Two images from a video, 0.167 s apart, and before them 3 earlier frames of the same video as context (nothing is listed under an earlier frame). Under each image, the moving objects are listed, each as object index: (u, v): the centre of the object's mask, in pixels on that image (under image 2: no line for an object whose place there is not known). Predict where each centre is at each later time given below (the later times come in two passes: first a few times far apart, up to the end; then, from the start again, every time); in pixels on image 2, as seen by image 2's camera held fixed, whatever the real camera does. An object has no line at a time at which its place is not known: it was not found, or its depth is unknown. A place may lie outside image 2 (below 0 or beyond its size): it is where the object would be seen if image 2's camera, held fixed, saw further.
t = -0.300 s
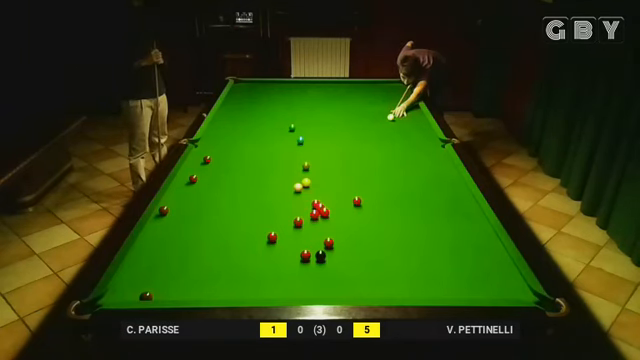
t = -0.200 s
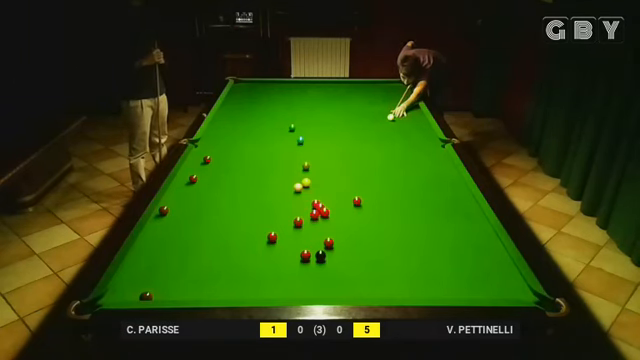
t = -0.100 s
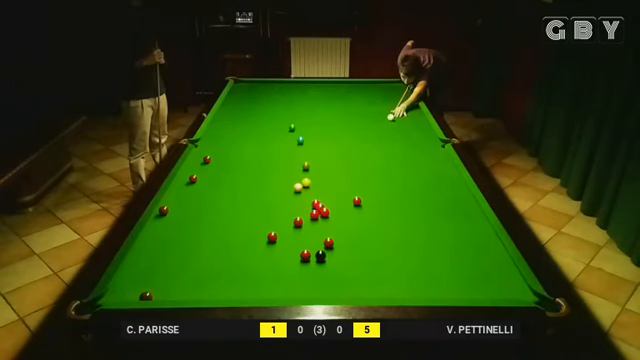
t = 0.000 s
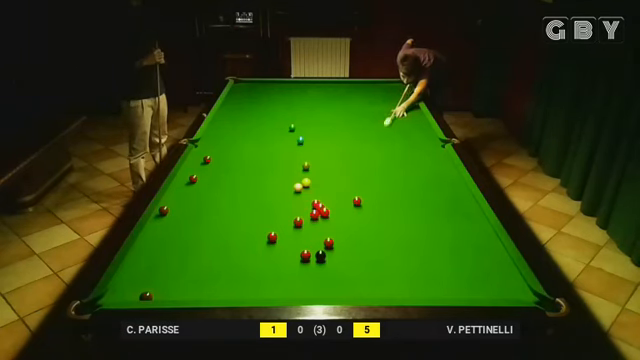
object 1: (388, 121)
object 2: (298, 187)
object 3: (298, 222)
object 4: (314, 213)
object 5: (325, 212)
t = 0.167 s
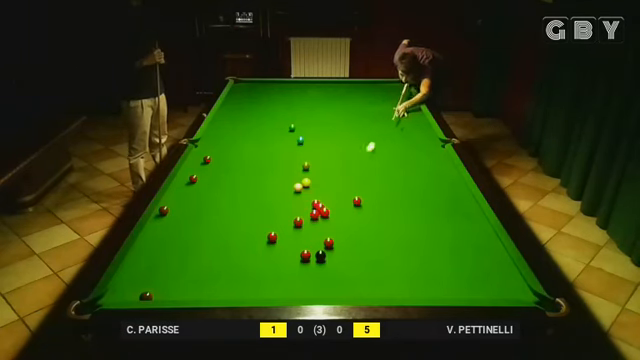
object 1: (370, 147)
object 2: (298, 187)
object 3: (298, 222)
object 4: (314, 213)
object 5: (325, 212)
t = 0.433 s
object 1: (338, 195)
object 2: (297, 187)
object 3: (298, 222)
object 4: (313, 213)
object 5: (325, 212)
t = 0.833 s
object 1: (360, 232)
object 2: (298, 187)
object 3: (279, 243)
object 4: (250, 211)
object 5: (339, 241)
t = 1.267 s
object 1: (396, 274)
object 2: (298, 187)
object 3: (251, 276)
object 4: (184, 204)
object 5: (362, 278)
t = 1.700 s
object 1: (426, 277)
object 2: (298, 187)
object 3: (228, 288)
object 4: (198, 198)
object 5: (381, 281)
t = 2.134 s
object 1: (443, 252)
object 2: (298, 187)
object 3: (218, 268)
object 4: (235, 194)
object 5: (393, 259)
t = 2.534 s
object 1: (456, 233)
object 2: (298, 187)
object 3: (211, 255)
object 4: (265, 191)
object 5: (402, 243)
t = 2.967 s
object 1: (467, 218)
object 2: (300, 187)
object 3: (204, 244)
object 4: (289, 188)
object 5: (410, 230)
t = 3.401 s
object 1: (472, 205)
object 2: (315, 187)
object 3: (200, 234)
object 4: (293, 187)
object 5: (417, 219)
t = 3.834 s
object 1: (460, 197)
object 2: (326, 186)
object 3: (196, 228)
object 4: (294, 187)
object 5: (423, 211)
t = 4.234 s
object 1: (452, 192)
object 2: (334, 186)
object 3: (193, 223)
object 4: (294, 187)
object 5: (427, 206)
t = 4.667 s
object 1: (445, 187)
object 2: (339, 185)
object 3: (192, 220)
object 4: (294, 187)
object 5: (430, 201)
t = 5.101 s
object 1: (440, 185)
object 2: (341, 185)
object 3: (191, 220)
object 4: (293, 186)
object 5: (432, 199)
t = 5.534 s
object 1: (438, 183)
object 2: (341, 185)
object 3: (191, 220)
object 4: (294, 186)
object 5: (433, 197)
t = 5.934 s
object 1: (437, 183)
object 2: (341, 185)
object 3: (191, 220)
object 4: (294, 186)
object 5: (433, 197)
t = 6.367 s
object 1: (437, 183)
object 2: (341, 185)
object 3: (191, 220)
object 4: (294, 186)
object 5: (433, 197)
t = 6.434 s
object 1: (437, 183)
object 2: (341, 185)
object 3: (191, 220)
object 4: (294, 186)
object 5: (433, 197)
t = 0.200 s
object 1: (367, 152)
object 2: (298, 187)
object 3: (298, 222)
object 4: (314, 213)
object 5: (325, 212)
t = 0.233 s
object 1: (363, 158)
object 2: (298, 187)
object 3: (298, 222)
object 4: (314, 213)
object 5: (325, 212)
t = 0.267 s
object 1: (359, 164)
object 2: (298, 187)
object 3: (298, 222)
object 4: (314, 213)
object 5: (325, 212)
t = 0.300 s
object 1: (355, 170)
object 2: (298, 187)
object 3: (298, 222)
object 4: (314, 213)
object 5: (325, 212)
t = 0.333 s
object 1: (351, 176)
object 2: (298, 187)
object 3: (298, 222)
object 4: (314, 213)
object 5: (325, 212)
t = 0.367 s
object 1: (347, 182)
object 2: (298, 187)
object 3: (298, 222)
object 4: (314, 213)
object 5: (325, 212)
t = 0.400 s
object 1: (343, 189)
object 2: (298, 187)
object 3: (298, 222)
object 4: (314, 213)
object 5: (325, 212)
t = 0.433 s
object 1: (338, 195)
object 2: (297, 187)
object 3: (298, 222)
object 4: (313, 213)
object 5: (325, 212)
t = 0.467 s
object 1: (334, 202)
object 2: (298, 187)
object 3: (298, 222)
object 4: (313, 213)
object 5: (325, 212)
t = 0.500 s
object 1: (332, 208)
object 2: (298, 187)
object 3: (298, 222)
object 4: (313, 213)
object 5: (324, 213)
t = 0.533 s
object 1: (335, 210)
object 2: (298, 187)
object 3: (298, 221)
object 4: (305, 215)
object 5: (325, 216)
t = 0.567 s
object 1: (339, 212)
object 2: (298, 187)
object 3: (296, 224)
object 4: (296, 215)
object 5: (327, 219)
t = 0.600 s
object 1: (342, 214)
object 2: (298, 187)
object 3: (293, 227)
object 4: (290, 216)
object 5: (328, 223)
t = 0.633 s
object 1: (345, 216)
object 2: (298, 187)
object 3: (292, 229)
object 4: (283, 215)
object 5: (330, 226)
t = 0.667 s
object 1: (347, 219)
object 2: (298, 187)
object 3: (290, 231)
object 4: (278, 214)
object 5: (331, 228)
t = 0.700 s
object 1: (350, 221)
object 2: (298, 187)
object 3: (288, 234)
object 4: (272, 213)
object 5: (333, 231)
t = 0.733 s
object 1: (352, 224)
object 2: (298, 187)
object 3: (286, 236)
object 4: (267, 212)
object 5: (334, 233)
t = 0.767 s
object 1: (354, 227)
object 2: (298, 187)
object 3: (284, 239)
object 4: (261, 212)
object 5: (336, 235)
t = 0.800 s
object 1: (357, 230)
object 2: (298, 187)
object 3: (282, 241)
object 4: (256, 211)
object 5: (337, 238)
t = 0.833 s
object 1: (360, 232)
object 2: (298, 187)
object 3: (279, 243)
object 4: (250, 211)
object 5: (339, 241)
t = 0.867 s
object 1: (362, 235)
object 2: (298, 187)
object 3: (277, 246)
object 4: (245, 210)
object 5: (341, 243)
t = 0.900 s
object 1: (365, 238)
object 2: (297, 187)
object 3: (276, 248)
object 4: (240, 209)
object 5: (342, 246)
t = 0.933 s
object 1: (367, 241)
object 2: (298, 187)
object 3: (273, 251)
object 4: (235, 209)
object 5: (344, 249)
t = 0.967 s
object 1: (370, 244)
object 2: (298, 187)
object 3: (271, 253)
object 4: (230, 208)
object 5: (346, 252)
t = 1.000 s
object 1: (373, 248)
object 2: (298, 187)
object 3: (269, 255)
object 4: (224, 208)
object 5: (347, 255)
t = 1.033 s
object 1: (376, 251)
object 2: (298, 187)
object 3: (267, 258)
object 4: (219, 207)
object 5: (349, 257)
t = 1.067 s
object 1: (378, 254)
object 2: (298, 187)
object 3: (264, 261)
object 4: (214, 207)
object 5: (351, 260)
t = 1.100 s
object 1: (381, 257)
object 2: (298, 187)
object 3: (262, 263)
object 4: (209, 206)
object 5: (352, 263)
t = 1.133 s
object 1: (384, 261)
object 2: (298, 187)
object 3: (260, 266)
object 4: (204, 206)
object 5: (354, 266)
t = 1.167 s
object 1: (387, 264)
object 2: (298, 187)
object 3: (258, 268)
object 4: (199, 205)
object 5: (356, 269)
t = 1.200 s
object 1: (390, 267)
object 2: (298, 187)
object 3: (256, 271)
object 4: (195, 204)
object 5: (358, 272)
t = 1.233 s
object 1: (393, 271)
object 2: (298, 187)
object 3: (253, 273)
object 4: (190, 204)
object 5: (360, 275)
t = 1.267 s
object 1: (396, 274)
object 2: (298, 187)
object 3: (251, 276)
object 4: (184, 204)
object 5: (362, 278)
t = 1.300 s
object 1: (400, 278)
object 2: (298, 187)
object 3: (249, 279)
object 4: (179, 203)
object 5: (364, 281)
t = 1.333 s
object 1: (403, 282)
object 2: (298, 187)
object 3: (246, 282)
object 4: (175, 203)
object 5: (366, 284)
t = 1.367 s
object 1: (406, 286)
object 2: (297, 187)
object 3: (244, 285)
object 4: (170, 202)
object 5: (368, 287)
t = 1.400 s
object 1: (410, 289)
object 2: (297, 187)
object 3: (241, 287)
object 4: (168, 201)
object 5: (370, 290)
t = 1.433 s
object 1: (413, 292)
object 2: (297, 187)
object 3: (239, 290)
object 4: (171, 201)
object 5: (371, 292)
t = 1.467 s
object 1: (415, 293)
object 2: (297, 187)
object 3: (236, 293)
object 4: (175, 201)
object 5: (373, 293)
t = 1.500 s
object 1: (417, 290)
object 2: (297, 187)
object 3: (234, 294)
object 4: (179, 200)
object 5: (374, 292)
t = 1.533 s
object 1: (419, 288)
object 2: (298, 187)
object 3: (232, 295)
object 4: (182, 200)
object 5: (375, 290)
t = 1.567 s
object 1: (421, 286)
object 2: (297, 187)
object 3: (231, 293)
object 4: (185, 200)
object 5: (377, 289)
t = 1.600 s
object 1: (422, 283)
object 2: (297, 187)
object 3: (230, 292)
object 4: (189, 199)
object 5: (377, 287)
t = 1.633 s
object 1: (423, 281)
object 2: (297, 187)
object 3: (229, 291)
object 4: (192, 199)
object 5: (378, 285)
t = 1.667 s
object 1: (425, 279)
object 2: (297, 187)
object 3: (229, 289)
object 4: (195, 198)
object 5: (379, 282)
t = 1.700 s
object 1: (426, 277)
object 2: (298, 187)
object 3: (228, 288)
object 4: (198, 198)
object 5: (381, 281)
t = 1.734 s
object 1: (428, 275)
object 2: (298, 187)
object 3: (227, 287)
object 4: (201, 198)
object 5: (381, 279)
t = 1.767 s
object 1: (429, 273)
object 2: (297, 187)
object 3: (226, 285)
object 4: (204, 198)
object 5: (382, 277)
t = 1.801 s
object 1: (430, 270)
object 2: (297, 187)
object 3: (225, 283)
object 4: (207, 197)
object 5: (383, 275)
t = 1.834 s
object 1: (432, 268)
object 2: (297, 187)
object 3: (224, 282)
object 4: (210, 197)
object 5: (384, 273)
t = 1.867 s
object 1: (433, 266)
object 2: (297, 187)
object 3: (223, 281)
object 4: (213, 197)
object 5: (385, 272)
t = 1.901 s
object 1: (434, 264)
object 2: (297, 187)
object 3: (223, 278)
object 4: (215, 196)
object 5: (386, 270)
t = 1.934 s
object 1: (435, 263)
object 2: (297, 187)
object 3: (222, 277)
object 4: (218, 196)
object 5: (387, 268)
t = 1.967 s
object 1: (437, 260)
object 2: (297, 187)
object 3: (222, 275)
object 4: (221, 196)
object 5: (388, 266)
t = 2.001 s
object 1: (438, 259)
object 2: (297, 187)
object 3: (221, 275)
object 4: (224, 196)
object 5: (389, 265)
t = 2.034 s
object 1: (439, 257)
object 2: (297, 187)
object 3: (220, 272)
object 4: (226, 196)
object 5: (390, 263)
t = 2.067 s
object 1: (441, 255)
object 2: (297, 187)
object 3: (219, 271)
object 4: (229, 195)
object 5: (391, 262)
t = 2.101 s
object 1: (442, 254)
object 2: (297, 187)
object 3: (219, 270)
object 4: (232, 195)
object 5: (392, 260)
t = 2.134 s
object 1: (443, 252)
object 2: (298, 187)
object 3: (218, 268)
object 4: (235, 194)
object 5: (393, 259)
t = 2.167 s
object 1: (444, 250)
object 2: (297, 187)
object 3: (217, 268)
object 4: (237, 194)
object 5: (393, 258)
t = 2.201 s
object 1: (445, 249)
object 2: (297, 187)
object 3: (217, 266)
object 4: (240, 194)
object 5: (394, 256)
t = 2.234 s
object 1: (446, 247)
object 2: (297, 187)
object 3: (216, 265)
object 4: (243, 194)
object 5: (395, 255)
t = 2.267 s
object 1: (447, 245)
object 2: (297, 187)
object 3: (215, 264)
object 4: (245, 193)
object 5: (396, 253)
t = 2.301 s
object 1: (448, 244)
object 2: (297, 187)
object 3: (215, 262)
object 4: (248, 193)
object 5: (397, 252)
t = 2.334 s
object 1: (450, 242)
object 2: (297, 187)
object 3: (214, 261)
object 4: (250, 193)
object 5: (397, 251)
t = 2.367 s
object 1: (451, 241)
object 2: (297, 187)
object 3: (213, 260)
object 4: (252, 192)
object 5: (398, 250)
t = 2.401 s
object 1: (452, 239)
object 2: (297, 187)
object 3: (213, 259)
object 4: (255, 192)
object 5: (399, 248)
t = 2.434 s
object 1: (453, 238)
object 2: (298, 187)
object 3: (212, 258)
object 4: (258, 192)
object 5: (400, 247)
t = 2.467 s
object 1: (454, 236)
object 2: (297, 187)
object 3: (212, 257)
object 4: (260, 191)
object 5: (400, 246)
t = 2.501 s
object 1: (455, 235)
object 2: (297, 187)
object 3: (211, 256)
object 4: (262, 191)
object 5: (401, 245)
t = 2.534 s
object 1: (456, 233)
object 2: (298, 187)
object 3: (211, 255)
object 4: (265, 191)
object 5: (402, 243)
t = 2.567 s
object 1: (457, 232)
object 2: (298, 187)
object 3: (210, 254)
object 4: (267, 191)
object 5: (403, 242)
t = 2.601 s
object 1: (458, 231)
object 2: (298, 187)
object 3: (210, 253)
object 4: (269, 191)
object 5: (403, 241)
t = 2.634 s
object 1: (459, 229)
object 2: (298, 187)
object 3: (209, 252)
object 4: (271, 190)
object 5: (404, 240)
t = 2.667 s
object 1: (460, 228)
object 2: (298, 187)
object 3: (209, 251)
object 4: (274, 190)
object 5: (405, 239)
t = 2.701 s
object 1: (460, 227)
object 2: (298, 187)
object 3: (208, 250)
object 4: (276, 190)
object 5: (405, 238)
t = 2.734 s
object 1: (461, 225)
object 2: (298, 187)
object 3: (208, 249)
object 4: (278, 189)
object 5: (406, 237)
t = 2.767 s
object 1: (462, 224)
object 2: (298, 187)
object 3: (207, 248)
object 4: (280, 189)
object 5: (407, 236)
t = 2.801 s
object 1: (463, 223)
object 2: (298, 187)
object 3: (207, 247)
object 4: (282, 189)
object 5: (407, 235)
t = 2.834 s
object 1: (464, 222)
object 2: (298, 187)
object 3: (206, 247)
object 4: (285, 189)
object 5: (408, 234)
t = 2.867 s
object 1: (465, 221)
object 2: (298, 187)
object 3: (206, 246)
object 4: (286, 189)
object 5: (408, 233)
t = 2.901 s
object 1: (465, 220)
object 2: (298, 187)
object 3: (205, 245)
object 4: (288, 189)
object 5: (409, 232)
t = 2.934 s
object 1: (466, 219)
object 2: (299, 187)
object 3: (205, 244)
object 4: (289, 188)
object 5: (410, 231)
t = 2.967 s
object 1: (467, 218)
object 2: (300, 187)
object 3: (204, 244)
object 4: (289, 188)
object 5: (410, 230)
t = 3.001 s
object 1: (468, 217)
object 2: (301, 187)
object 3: (204, 243)
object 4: (289, 188)
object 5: (411, 229)
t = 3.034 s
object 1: (469, 215)
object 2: (303, 187)
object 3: (203, 242)
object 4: (290, 188)
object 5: (412, 228)
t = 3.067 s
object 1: (469, 214)
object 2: (304, 187)
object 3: (203, 241)
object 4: (290, 188)
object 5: (412, 227)
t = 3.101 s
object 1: (470, 213)
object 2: (305, 187)
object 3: (202, 240)
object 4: (291, 188)
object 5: (412, 226)
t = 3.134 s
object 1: (471, 212)
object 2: (306, 187)
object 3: (202, 240)
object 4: (291, 188)
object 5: (413, 226)
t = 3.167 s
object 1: (472, 211)
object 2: (307, 187)
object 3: (202, 239)
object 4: (291, 188)
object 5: (414, 225)
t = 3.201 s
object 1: (472, 210)
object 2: (309, 187)
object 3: (201, 238)
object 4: (291, 187)
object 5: (414, 224)
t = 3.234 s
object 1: (473, 209)
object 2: (310, 187)
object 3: (201, 238)
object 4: (292, 187)
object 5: (415, 223)
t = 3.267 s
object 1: (474, 208)
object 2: (311, 187)
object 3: (201, 237)
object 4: (292, 187)
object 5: (415, 222)
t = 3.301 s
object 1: (474, 207)
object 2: (312, 187)
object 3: (200, 236)
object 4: (292, 187)
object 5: (416, 221)
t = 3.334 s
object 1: (474, 206)
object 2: (313, 187)
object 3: (200, 236)
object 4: (292, 187)
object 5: (416, 221)
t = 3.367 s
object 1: (473, 206)
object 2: (314, 187)
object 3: (200, 235)
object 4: (292, 187)
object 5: (417, 220)
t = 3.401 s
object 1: (472, 205)
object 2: (315, 187)
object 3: (200, 234)
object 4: (293, 187)
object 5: (417, 219)
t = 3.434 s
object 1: (471, 204)
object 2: (316, 186)
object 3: (199, 234)
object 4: (293, 187)
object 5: (418, 218)
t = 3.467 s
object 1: (470, 204)
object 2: (317, 186)
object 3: (199, 233)
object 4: (293, 187)
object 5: (418, 218)
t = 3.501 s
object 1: (469, 203)
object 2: (318, 186)
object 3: (198, 233)
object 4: (293, 187)
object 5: (419, 217)
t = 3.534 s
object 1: (468, 203)
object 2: (319, 186)
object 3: (198, 232)
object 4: (293, 187)
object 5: (419, 217)
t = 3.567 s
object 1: (467, 202)
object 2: (320, 186)
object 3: (198, 231)
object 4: (293, 187)
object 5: (419, 216)
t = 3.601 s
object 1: (466, 201)
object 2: (320, 186)
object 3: (198, 231)
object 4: (293, 187)
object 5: (420, 215)
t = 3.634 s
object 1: (465, 201)
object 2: (321, 186)
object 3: (197, 230)
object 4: (293, 187)
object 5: (420, 215)
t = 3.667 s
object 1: (464, 200)
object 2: (322, 186)
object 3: (197, 230)
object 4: (293, 187)
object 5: (421, 214)
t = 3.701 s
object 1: (464, 200)
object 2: (323, 186)
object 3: (197, 229)
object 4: (294, 187)
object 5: (421, 213)
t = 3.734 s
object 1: (463, 199)
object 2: (324, 186)
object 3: (197, 229)
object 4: (294, 187)
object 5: (421, 213)
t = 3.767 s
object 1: (462, 198)
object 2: (325, 186)
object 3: (196, 228)
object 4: (294, 187)
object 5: (422, 212)
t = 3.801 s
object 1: (461, 198)
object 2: (325, 186)
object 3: (196, 228)
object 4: (294, 187)
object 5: (422, 212)
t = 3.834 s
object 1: (460, 197)
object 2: (326, 186)
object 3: (196, 228)
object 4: (294, 187)
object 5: (423, 211)
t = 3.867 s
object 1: (459, 197)
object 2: (327, 186)
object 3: (196, 227)
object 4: (294, 187)
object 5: (423, 211)
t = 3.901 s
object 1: (458, 196)
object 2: (328, 186)
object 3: (195, 227)
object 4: (294, 187)
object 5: (424, 210)
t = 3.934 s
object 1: (458, 196)
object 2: (328, 186)
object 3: (195, 226)
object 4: (294, 187)
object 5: (424, 209)
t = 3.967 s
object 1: (457, 195)
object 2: (329, 186)
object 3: (195, 226)
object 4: (294, 187)
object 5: (424, 209)
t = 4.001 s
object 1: (457, 195)
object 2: (330, 186)
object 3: (195, 225)
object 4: (294, 187)
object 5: (424, 209)
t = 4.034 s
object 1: (456, 194)
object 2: (330, 186)
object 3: (195, 225)
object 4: (294, 187)
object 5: (425, 208)
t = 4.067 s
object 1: (455, 194)
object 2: (331, 186)
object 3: (194, 225)
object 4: (294, 187)
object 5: (425, 208)
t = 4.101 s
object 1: (454, 193)
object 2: (331, 186)
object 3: (194, 224)
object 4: (294, 187)
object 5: (426, 207)
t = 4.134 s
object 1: (454, 193)
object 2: (332, 186)
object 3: (194, 224)
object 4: (294, 187)
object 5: (426, 207)
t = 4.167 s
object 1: (453, 193)
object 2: (333, 186)
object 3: (194, 224)
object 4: (294, 187)
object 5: (426, 206)
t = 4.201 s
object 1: (452, 192)
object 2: (333, 185)
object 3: (193, 223)
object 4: (294, 187)
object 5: (426, 206)
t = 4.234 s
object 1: (452, 192)
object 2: (334, 186)
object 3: (193, 223)
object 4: (294, 187)
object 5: (427, 206)
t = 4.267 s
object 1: (451, 191)
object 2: (334, 186)
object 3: (193, 223)
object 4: (294, 187)
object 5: (427, 205)
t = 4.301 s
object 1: (451, 191)
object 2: (335, 185)
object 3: (193, 223)
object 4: (294, 187)
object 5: (427, 205)
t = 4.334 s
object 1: (450, 191)
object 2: (335, 185)
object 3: (193, 222)
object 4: (294, 187)
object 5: (427, 204)
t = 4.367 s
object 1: (450, 190)
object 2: (336, 185)
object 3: (193, 222)
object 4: (294, 187)
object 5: (428, 204)
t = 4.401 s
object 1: (449, 190)
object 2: (336, 185)
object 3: (193, 222)
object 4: (294, 187)
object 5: (428, 204)
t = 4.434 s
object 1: (449, 189)
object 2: (336, 186)
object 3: (192, 222)
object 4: (294, 187)
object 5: (428, 203)
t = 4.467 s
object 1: (448, 189)
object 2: (337, 186)
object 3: (192, 221)
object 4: (294, 187)
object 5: (429, 203)
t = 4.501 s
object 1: (447, 189)
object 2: (337, 185)
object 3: (192, 221)
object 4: (294, 187)
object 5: (429, 203)
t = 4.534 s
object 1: (446, 188)
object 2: (337, 185)
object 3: (192, 221)
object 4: (294, 187)
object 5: (429, 203)
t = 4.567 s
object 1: (446, 188)
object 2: (338, 185)
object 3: (192, 221)
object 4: (294, 187)
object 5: (429, 202)
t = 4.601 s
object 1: (446, 188)
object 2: (338, 185)
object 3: (192, 221)
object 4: (294, 187)
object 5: (429, 202)
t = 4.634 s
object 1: (445, 188)
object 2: (339, 185)
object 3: (192, 220)
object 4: (294, 187)
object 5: (430, 201)
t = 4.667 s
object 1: (445, 187)
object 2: (339, 185)
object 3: (192, 220)
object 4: (294, 187)
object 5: (430, 201)
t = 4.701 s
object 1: (445, 187)
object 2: (339, 185)
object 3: (192, 220)
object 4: (294, 187)
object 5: (430, 201)
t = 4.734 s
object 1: (444, 187)
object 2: (339, 185)
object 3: (191, 220)
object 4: (294, 187)
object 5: (430, 201)
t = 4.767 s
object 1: (444, 187)
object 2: (340, 185)
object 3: (191, 220)
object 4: (294, 187)
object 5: (430, 201)
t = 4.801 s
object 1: (443, 187)
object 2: (340, 185)
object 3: (191, 220)
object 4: (294, 187)
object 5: (431, 200)
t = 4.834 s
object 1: (443, 186)
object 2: (340, 185)
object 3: (191, 220)
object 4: (294, 187)
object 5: (431, 200)
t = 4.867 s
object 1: (443, 186)
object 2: (340, 185)
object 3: (191, 220)
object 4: (294, 187)
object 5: (431, 200)
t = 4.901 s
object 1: (442, 186)
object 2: (340, 185)
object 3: (191, 220)
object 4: (293, 186)
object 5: (431, 200)
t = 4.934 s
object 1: (442, 186)
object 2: (341, 185)
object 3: (191, 220)
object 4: (293, 186)
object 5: (431, 199)
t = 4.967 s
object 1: (441, 185)
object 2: (341, 185)
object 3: (191, 220)
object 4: (293, 186)
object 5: (431, 199)
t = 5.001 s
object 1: (441, 185)
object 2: (341, 185)
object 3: (191, 220)
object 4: (293, 186)
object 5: (432, 199)
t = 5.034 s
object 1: (441, 185)
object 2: (341, 185)
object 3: (191, 220)
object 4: (293, 186)
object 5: (432, 199)
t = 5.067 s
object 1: (441, 185)
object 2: (341, 185)
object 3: (191, 220)
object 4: (293, 186)
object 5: (432, 199)
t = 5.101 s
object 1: (440, 185)
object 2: (341, 185)
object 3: (191, 220)
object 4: (293, 186)
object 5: (432, 199)
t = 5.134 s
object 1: (440, 184)
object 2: (341, 185)
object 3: (191, 220)
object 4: (293, 186)
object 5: (432, 198)
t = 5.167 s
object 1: (440, 184)
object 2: (341, 185)
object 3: (191, 220)
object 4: (294, 186)
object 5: (432, 198)
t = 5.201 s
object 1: (439, 184)
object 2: (341, 185)
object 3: (191, 220)
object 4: (294, 186)
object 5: (432, 198)
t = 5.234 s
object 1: (439, 184)
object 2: (341, 185)
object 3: (191, 220)
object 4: (294, 186)
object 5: (432, 198)
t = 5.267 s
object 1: (439, 184)
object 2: (341, 185)
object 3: (191, 220)
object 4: (294, 186)
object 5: (432, 198)
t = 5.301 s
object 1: (439, 184)
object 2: (341, 185)
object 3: (191, 220)
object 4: (294, 186)
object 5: (433, 198)
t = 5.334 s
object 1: (439, 184)
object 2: (342, 185)
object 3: (191, 220)
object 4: (293, 186)
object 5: (433, 198)
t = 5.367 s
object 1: (438, 183)
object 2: (341, 185)
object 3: (191, 220)
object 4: (293, 186)
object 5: (433, 198)
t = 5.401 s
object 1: (438, 183)
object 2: (341, 185)
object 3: (191, 220)
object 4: (293, 186)
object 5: (433, 198)
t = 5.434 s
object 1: (438, 183)
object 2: (341, 185)
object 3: (191, 220)
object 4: (293, 186)
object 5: (433, 198)
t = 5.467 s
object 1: (438, 183)
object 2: (342, 185)
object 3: (191, 220)
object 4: (294, 186)
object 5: (433, 198)
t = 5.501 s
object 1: (438, 183)
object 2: (341, 185)
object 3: (191, 220)
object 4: (294, 186)
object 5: (433, 197)
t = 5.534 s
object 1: (438, 183)
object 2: (341, 185)
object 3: (191, 220)
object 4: (294, 186)
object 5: (433, 197)
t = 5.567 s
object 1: (438, 183)
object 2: (342, 185)
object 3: (191, 220)
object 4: (294, 186)
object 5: (433, 197)
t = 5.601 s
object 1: (437, 183)
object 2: (341, 185)
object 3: (191, 220)
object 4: (294, 186)
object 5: (433, 197)
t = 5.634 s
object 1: (437, 183)
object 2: (341, 185)
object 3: (191, 220)
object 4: (294, 186)
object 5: (433, 197)
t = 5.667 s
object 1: (437, 183)
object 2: (341, 185)
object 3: (191, 220)
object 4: (294, 186)
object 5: (433, 197)
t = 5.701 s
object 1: (437, 183)
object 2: (341, 185)
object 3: (191, 220)
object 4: (294, 186)
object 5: (433, 197)
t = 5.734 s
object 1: (437, 183)
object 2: (341, 185)
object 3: (191, 220)
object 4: (294, 186)
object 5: (433, 197)
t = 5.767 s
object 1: (437, 183)
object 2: (341, 185)
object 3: (191, 220)
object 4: (294, 186)
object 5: (433, 197)
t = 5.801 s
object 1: (437, 183)
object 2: (341, 185)
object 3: (191, 220)
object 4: (294, 186)
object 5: (433, 197)
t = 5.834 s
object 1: (437, 183)
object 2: (341, 185)
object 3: (191, 220)
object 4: (294, 186)
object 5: (433, 197)
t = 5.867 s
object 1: (437, 183)
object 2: (341, 185)
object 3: (191, 220)
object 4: (294, 186)
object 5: (433, 197)
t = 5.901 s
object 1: (437, 183)
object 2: (341, 185)
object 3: (191, 220)
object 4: (294, 186)
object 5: (433, 197)
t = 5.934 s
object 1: (437, 183)
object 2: (341, 185)
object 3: (191, 220)
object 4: (294, 186)
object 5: (433, 197)
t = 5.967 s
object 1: (437, 183)
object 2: (341, 185)
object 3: (191, 220)
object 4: (294, 186)
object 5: (433, 197)
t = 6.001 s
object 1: (437, 183)
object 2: (341, 185)
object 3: (191, 220)
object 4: (294, 186)
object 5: (433, 197)
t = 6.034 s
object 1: (437, 183)
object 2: (341, 185)
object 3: (191, 220)
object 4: (294, 186)
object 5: (433, 197)
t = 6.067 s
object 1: (437, 183)
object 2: (341, 185)
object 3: (191, 220)
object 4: (294, 186)
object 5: (433, 197)
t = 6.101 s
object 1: (437, 183)
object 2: (341, 185)
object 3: (191, 220)
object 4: (294, 186)
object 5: (433, 197)
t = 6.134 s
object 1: (437, 183)
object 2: (341, 185)
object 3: (191, 220)
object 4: (294, 186)
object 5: (433, 197)
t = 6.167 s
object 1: (437, 183)
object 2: (341, 185)
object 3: (191, 220)
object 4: (294, 186)
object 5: (433, 197)
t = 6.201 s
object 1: (437, 183)
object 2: (341, 185)
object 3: (191, 220)
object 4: (294, 186)
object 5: (433, 197)
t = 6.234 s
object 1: (437, 183)
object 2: (341, 185)
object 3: (191, 220)
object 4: (294, 186)
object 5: (433, 197)
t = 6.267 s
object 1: (437, 183)
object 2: (341, 185)
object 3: (191, 220)
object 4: (294, 186)
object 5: (433, 197)
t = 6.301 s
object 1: (437, 183)
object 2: (341, 185)
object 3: (191, 220)
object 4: (294, 186)
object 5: (433, 197)
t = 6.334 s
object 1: (437, 183)
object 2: (341, 185)
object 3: (191, 220)
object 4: (294, 186)
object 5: (433, 197)
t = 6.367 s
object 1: (437, 183)
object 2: (341, 185)
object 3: (191, 220)
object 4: (294, 186)
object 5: (433, 197)
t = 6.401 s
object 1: (437, 183)
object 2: (341, 185)
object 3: (191, 220)
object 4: (294, 186)
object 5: (433, 197)
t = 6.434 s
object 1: (437, 183)
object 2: (341, 185)
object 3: (191, 220)
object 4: (294, 186)
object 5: (433, 197)
